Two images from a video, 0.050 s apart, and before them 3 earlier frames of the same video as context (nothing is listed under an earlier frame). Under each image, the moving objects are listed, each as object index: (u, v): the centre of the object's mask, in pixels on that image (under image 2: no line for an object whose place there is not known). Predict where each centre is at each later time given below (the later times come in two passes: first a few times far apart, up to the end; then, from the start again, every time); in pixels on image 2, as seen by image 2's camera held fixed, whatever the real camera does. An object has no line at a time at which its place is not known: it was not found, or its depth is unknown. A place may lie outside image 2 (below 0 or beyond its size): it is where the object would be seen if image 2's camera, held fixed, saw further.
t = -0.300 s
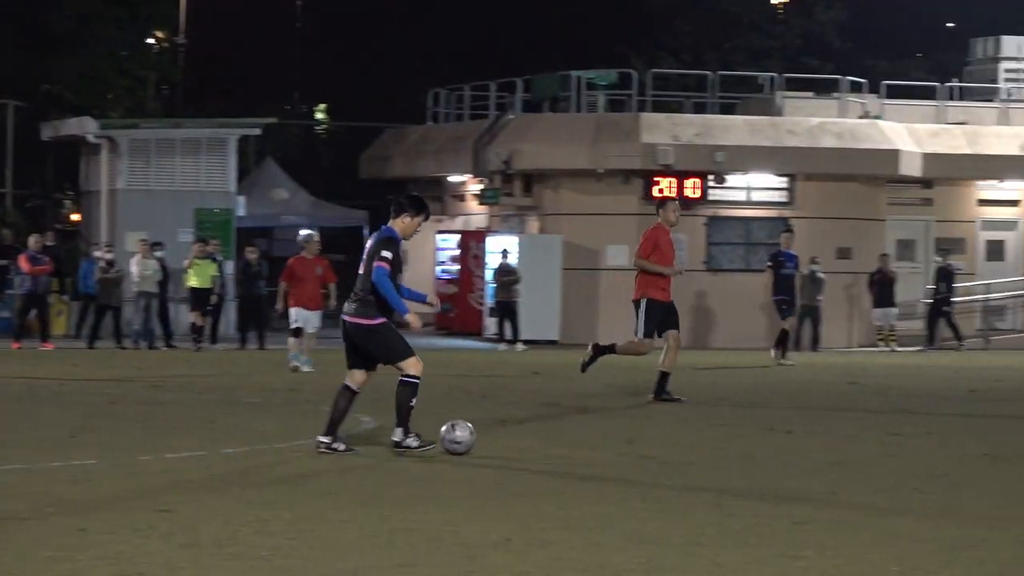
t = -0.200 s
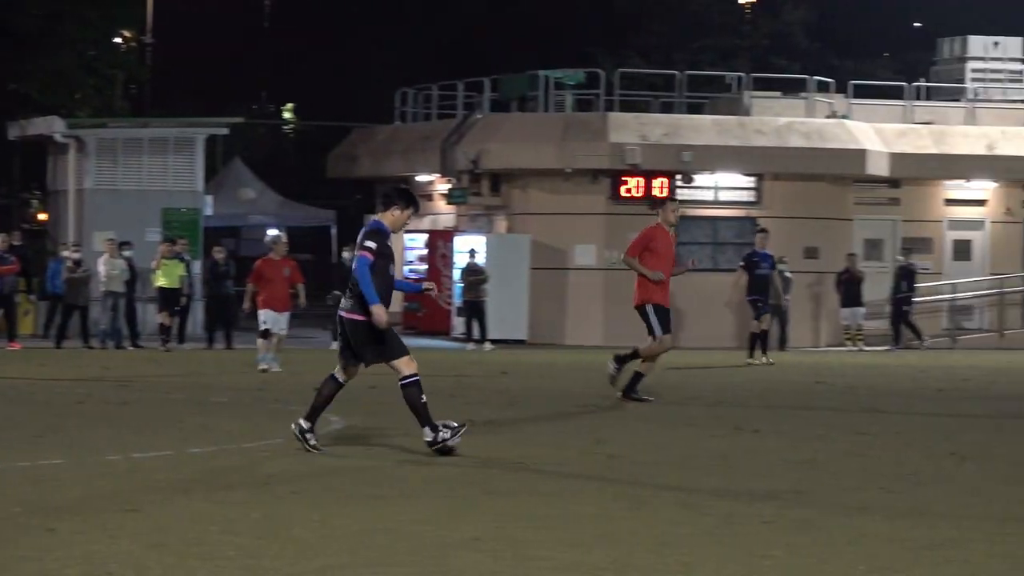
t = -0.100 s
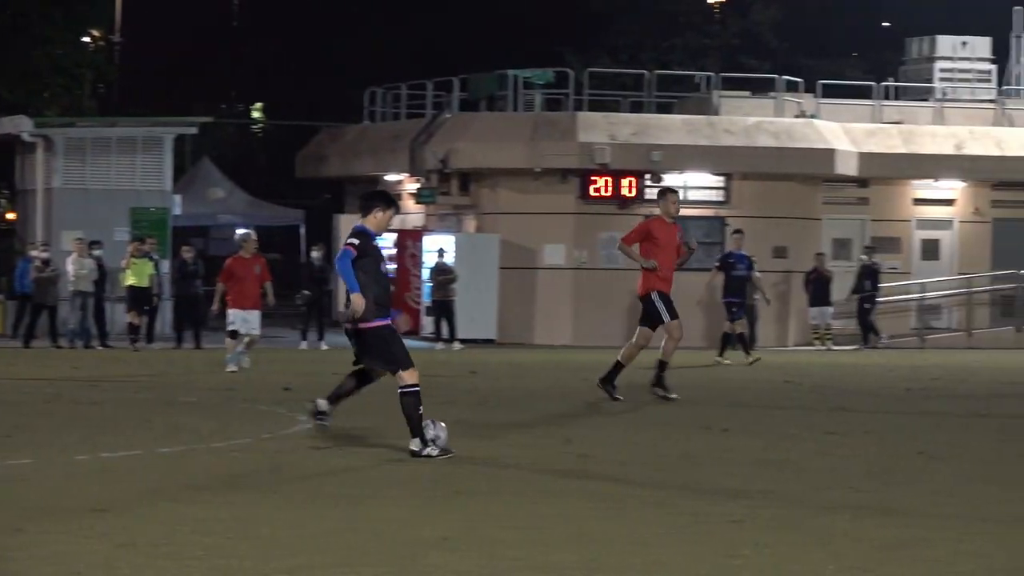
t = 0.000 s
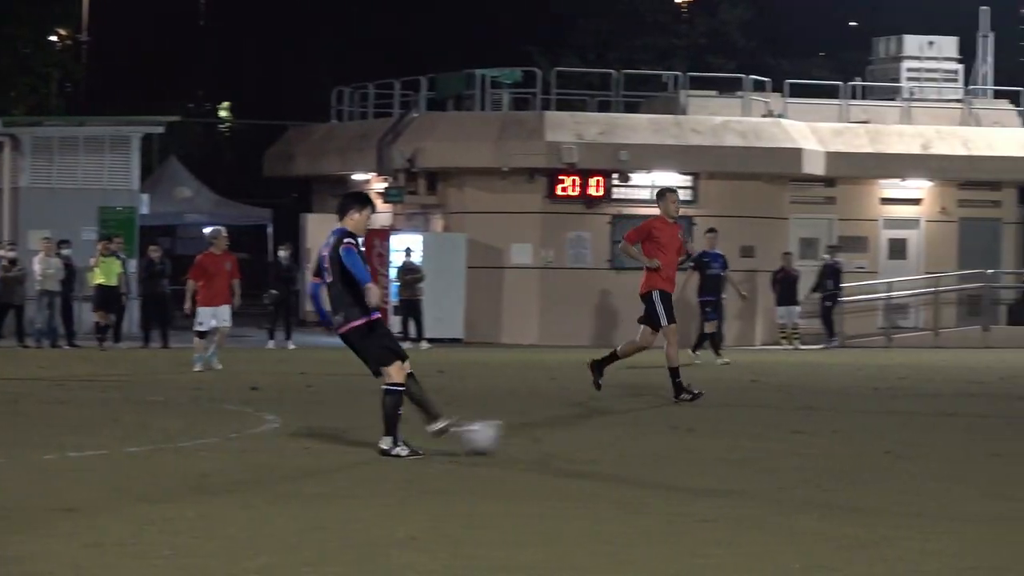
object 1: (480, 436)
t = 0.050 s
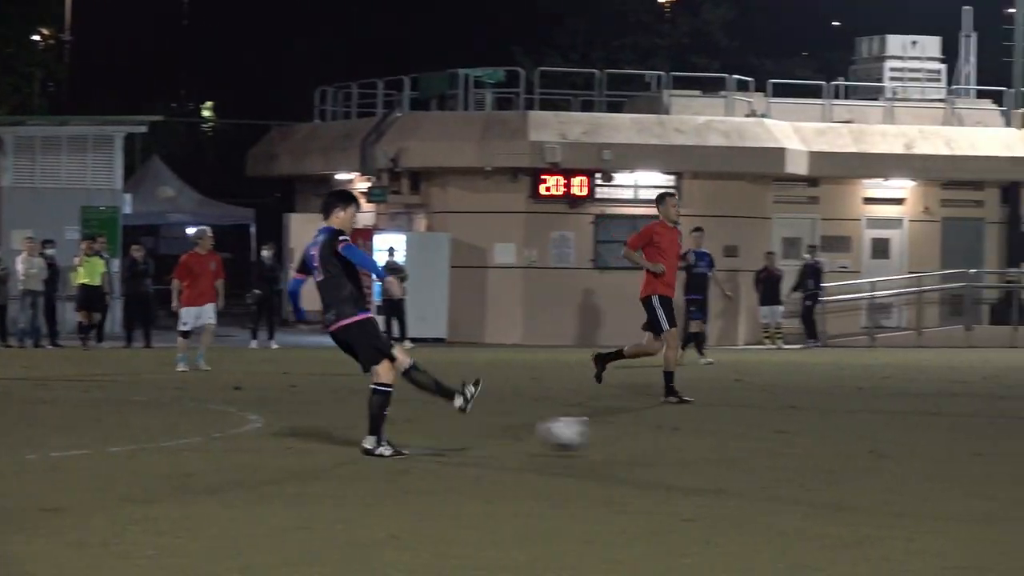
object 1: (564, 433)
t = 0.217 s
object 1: (904, 454)
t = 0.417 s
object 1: (1255, 481)
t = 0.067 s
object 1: (599, 433)
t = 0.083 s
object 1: (633, 434)
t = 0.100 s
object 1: (667, 435)
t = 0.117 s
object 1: (703, 437)
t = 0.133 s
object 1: (738, 440)
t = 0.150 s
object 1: (771, 443)
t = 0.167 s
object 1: (807, 446)
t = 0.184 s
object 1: (841, 450)
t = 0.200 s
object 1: (873, 455)
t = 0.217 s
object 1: (904, 454)
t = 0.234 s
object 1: (930, 452)
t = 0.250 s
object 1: (954, 452)
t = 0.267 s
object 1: (982, 452)
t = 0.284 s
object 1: (1010, 454)
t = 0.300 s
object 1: (1035, 454)
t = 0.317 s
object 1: (1061, 456)
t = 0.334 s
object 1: (1092, 459)
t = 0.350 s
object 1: (1123, 462)
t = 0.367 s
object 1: (1155, 465)
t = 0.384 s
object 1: (1188, 470)
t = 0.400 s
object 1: (1222, 475)
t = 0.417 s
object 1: (1255, 481)
